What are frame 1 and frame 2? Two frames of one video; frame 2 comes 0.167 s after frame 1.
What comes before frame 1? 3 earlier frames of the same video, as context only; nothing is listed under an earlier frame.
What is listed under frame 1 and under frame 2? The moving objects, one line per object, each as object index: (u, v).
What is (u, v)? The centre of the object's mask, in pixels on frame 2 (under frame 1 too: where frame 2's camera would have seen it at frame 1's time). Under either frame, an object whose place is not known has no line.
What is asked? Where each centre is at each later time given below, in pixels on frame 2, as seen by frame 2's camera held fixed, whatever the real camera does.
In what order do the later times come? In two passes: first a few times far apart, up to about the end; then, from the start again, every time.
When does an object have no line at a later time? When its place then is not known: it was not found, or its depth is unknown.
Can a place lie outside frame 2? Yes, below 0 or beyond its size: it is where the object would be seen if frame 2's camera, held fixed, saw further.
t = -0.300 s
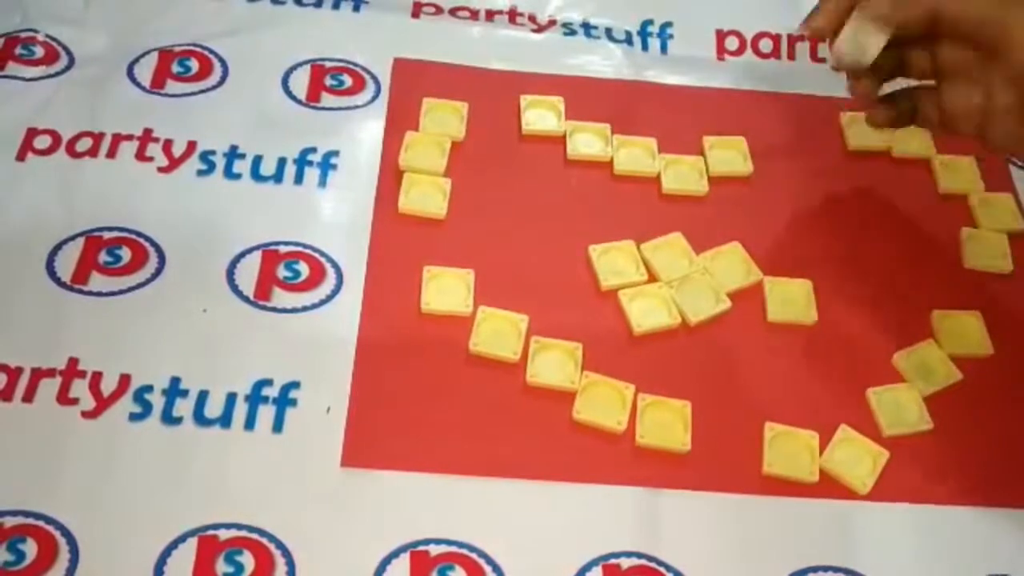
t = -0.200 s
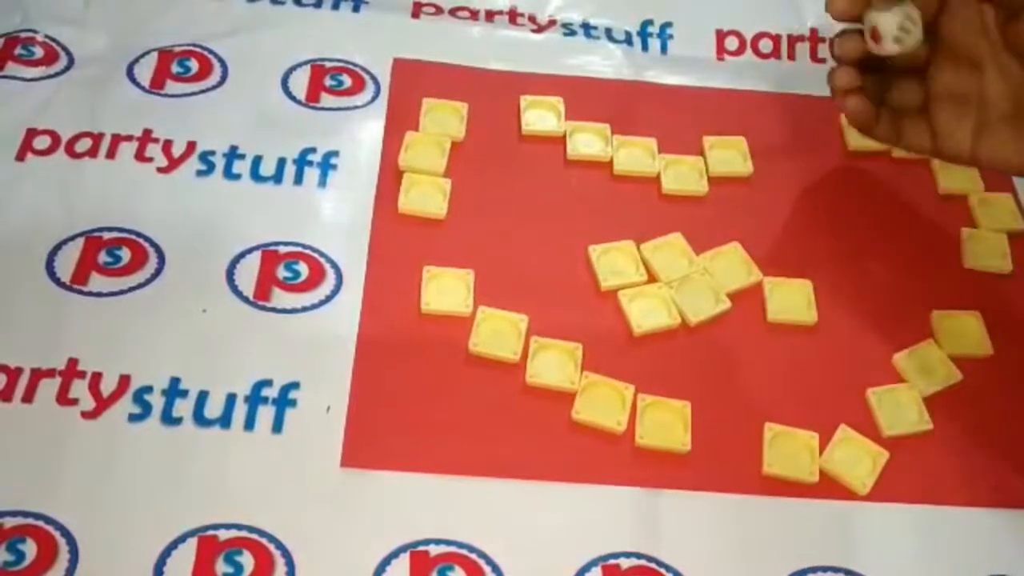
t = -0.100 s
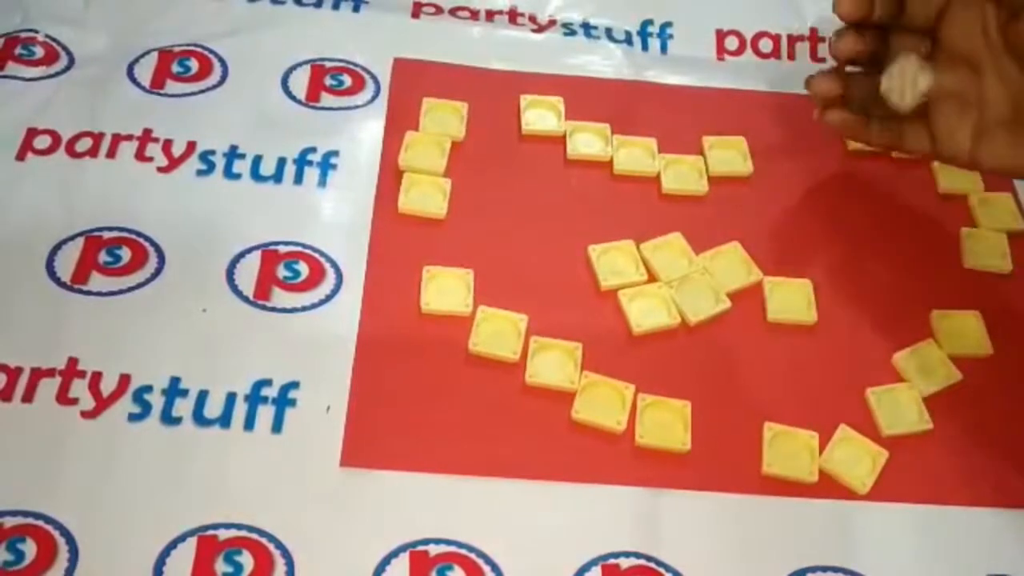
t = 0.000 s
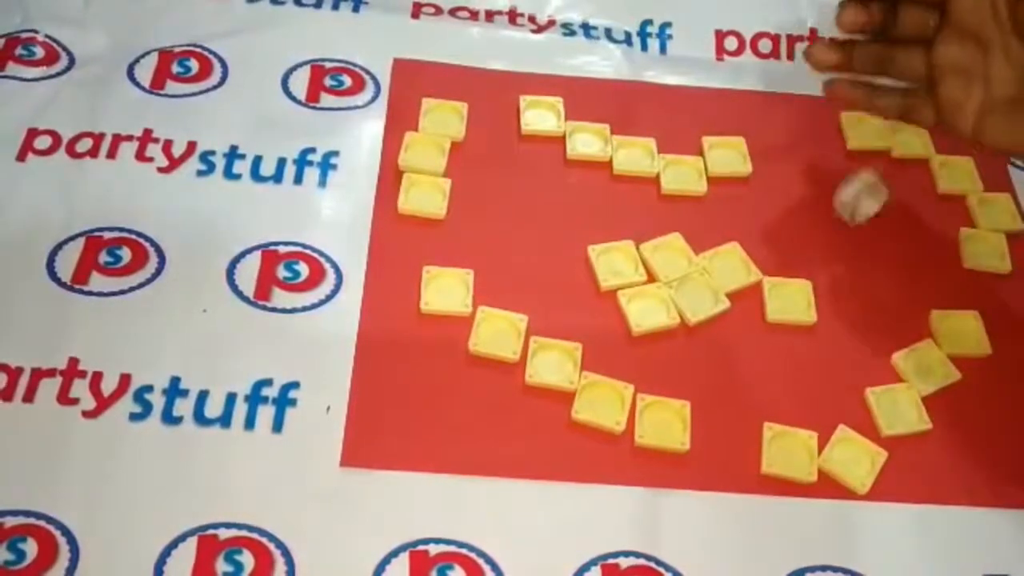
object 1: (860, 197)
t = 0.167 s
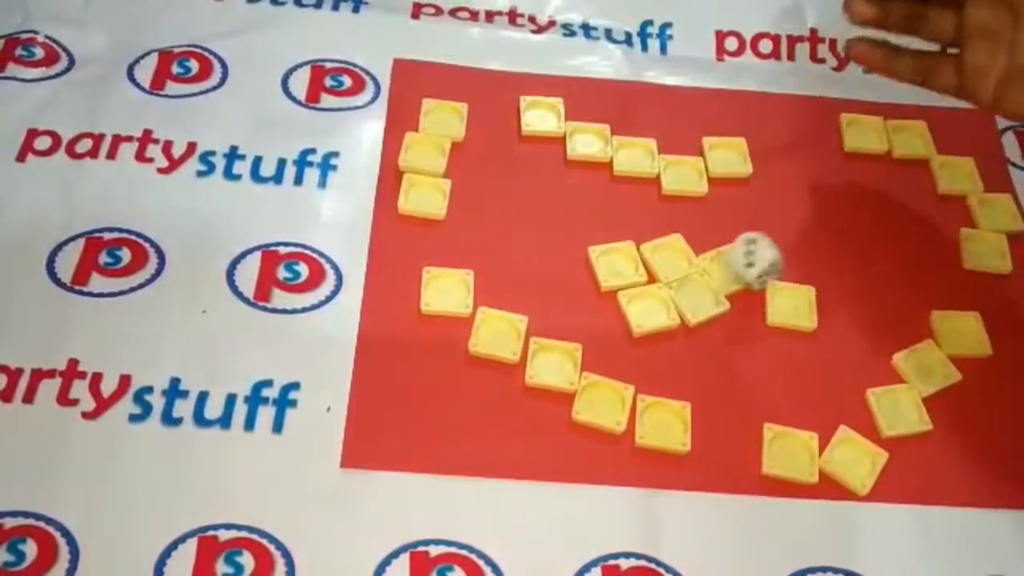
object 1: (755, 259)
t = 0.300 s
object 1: (705, 274)
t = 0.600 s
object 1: (702, 284)
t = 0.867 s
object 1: (702, 285)
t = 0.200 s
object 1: (735, 265)
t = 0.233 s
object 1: (725, 264)
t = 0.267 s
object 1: (716, 267)
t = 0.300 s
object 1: (705, 274)
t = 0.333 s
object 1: (702, 284)
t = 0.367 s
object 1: (702, 284)
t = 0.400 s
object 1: (702, 284)
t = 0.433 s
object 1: (702, 284)
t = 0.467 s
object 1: (702, 284)
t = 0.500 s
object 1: (702, 284)
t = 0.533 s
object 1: (702, 284)
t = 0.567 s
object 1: (702, 284)
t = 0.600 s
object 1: (702, 284)
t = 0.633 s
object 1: (702, 284)
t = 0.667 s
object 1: (702, 284)
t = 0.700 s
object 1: (702, 284)
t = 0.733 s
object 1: (702, 284)
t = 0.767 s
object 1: (702, 284)
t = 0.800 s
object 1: (702, 284)
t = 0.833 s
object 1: (702, 284)
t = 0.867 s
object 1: (702, 285)
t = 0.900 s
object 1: (702, 285)
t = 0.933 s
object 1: (702, 285)
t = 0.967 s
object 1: (702, 285)
